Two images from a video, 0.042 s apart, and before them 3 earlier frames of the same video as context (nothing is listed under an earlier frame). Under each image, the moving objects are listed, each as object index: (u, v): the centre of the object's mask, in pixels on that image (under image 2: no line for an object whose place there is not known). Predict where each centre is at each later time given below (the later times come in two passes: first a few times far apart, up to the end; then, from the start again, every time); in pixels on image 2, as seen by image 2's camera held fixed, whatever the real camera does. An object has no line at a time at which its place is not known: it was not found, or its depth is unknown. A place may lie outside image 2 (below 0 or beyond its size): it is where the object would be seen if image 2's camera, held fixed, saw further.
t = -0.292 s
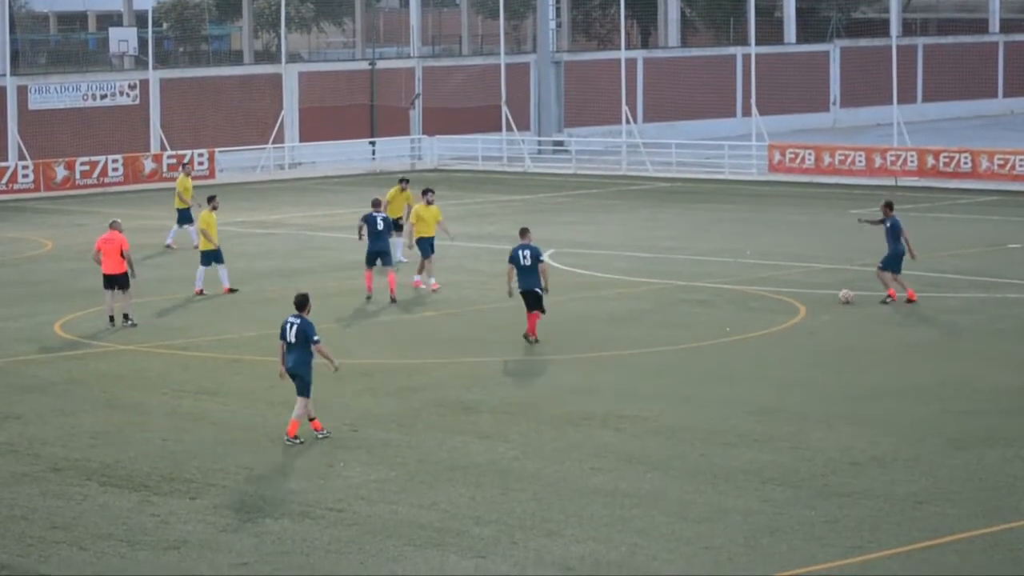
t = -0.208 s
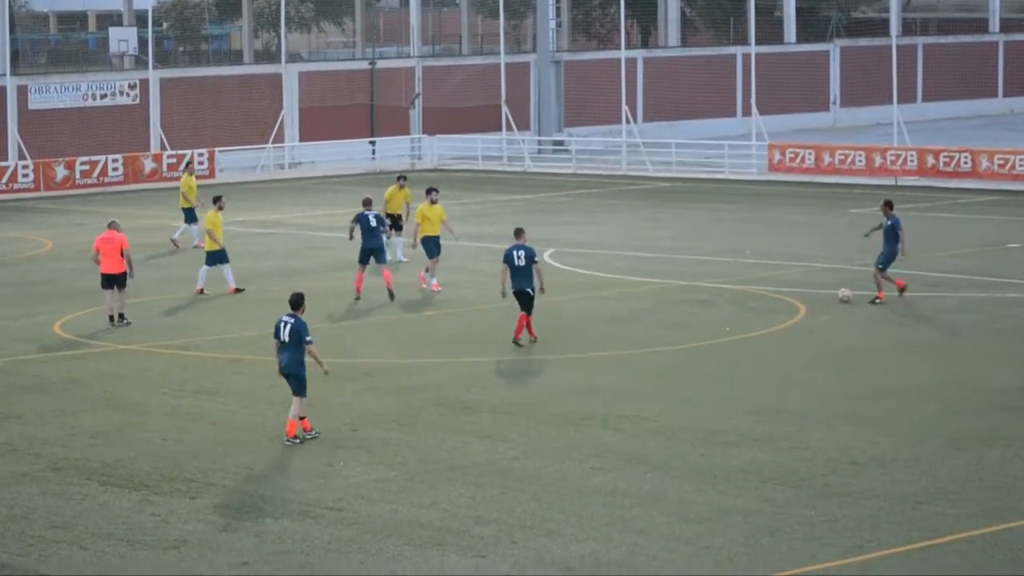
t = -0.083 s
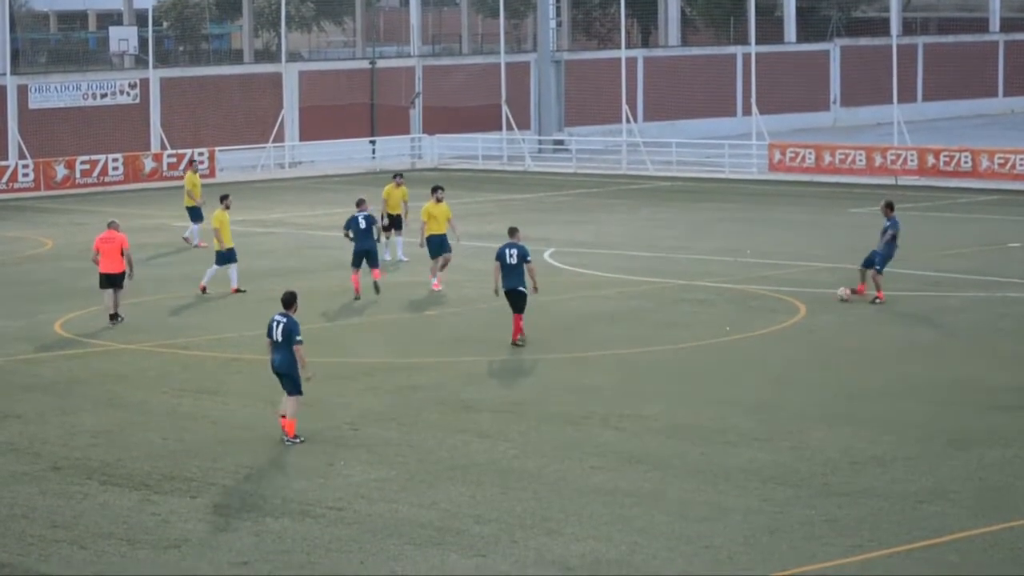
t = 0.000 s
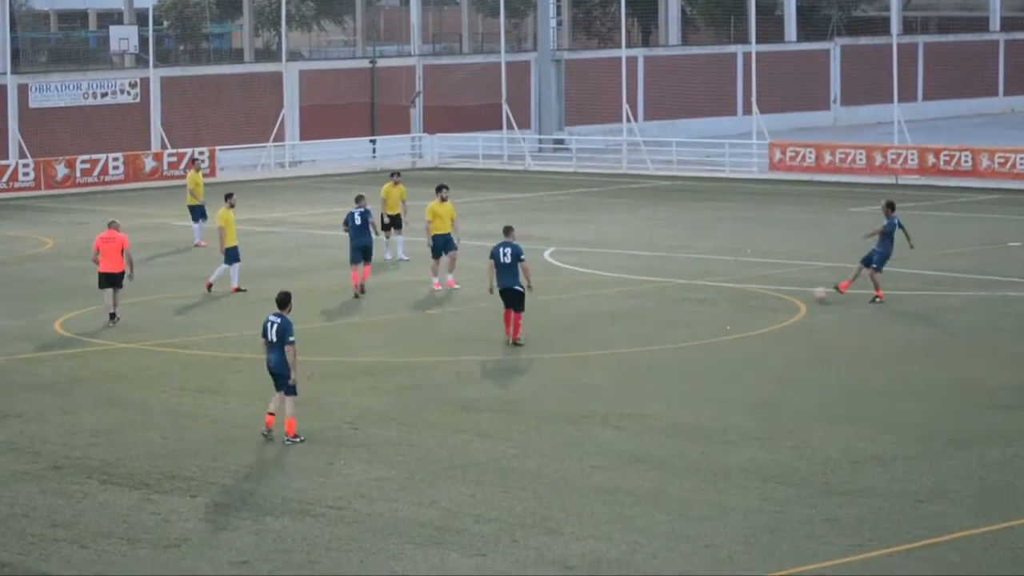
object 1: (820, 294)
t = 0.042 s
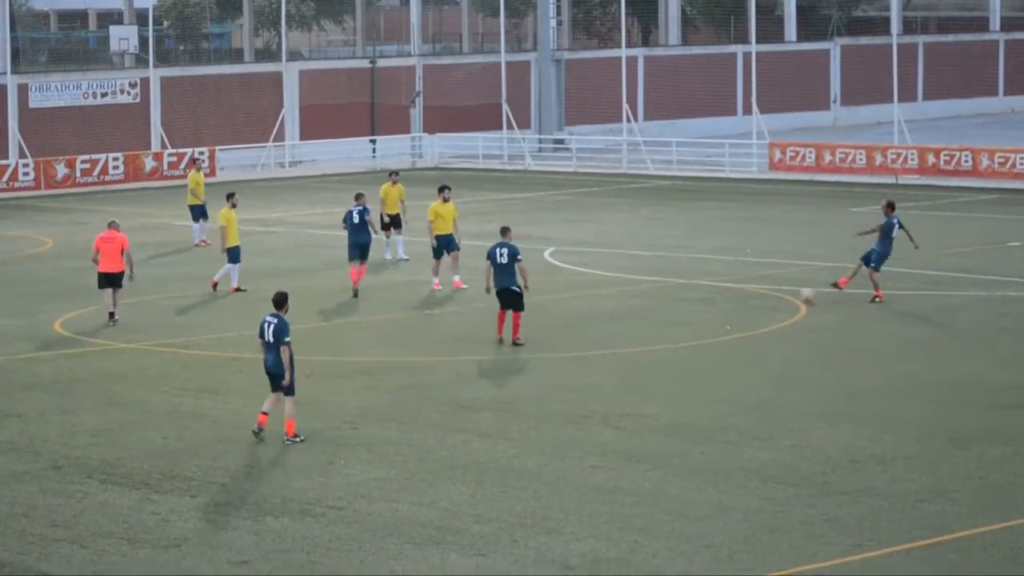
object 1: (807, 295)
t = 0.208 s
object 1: (756, 301)
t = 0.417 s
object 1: (699, 308)
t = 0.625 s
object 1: (651, 311)
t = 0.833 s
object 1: (598, 315)
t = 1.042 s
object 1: (553, 322)
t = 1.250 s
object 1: (505, 326)
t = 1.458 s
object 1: (463, 332)
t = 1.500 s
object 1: (455, 333)
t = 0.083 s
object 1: (793, 296)
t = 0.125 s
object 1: (780, 299)
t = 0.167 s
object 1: (768, 300)
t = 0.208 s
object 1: (756, 301)
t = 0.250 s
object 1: (745, 302)
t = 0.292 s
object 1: (729, 304)
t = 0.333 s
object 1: (720, 305)
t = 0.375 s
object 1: (710, 306)
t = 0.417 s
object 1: (699, 308)
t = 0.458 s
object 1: (690, 307)
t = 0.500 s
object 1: (680, 308)
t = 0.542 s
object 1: (670, 309)
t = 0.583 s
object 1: (660, 311)
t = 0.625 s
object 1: (651, 311)
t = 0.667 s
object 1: (641, 311)
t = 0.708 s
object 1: (631, 312)
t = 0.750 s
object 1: (622, 314)
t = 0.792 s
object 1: (608, 315)
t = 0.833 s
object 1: (598, 315)
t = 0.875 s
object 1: (590, 317)
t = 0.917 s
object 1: (580, 319)
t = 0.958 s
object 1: (571, 320)
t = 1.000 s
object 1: (563, 321)
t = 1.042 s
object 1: (553, 322)
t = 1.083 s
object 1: (544, 322)
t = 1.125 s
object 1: (535, 324)
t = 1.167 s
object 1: (526, 324)
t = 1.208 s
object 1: (518, 325)
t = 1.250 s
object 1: (505, 326)
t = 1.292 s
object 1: (497, 327)
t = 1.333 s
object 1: (488, 328)
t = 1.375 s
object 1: (480, 329)
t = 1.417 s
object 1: (471, 330)
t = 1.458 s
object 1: (463, 332)
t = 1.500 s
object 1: (455, 333)
